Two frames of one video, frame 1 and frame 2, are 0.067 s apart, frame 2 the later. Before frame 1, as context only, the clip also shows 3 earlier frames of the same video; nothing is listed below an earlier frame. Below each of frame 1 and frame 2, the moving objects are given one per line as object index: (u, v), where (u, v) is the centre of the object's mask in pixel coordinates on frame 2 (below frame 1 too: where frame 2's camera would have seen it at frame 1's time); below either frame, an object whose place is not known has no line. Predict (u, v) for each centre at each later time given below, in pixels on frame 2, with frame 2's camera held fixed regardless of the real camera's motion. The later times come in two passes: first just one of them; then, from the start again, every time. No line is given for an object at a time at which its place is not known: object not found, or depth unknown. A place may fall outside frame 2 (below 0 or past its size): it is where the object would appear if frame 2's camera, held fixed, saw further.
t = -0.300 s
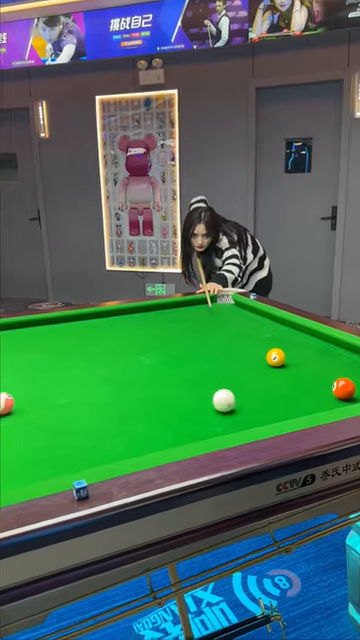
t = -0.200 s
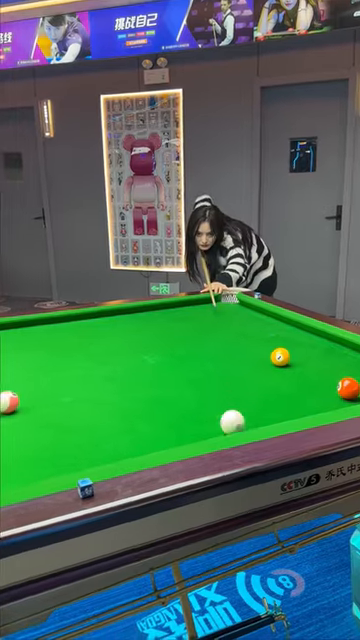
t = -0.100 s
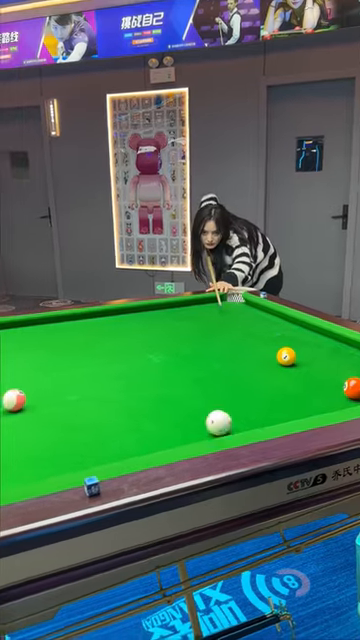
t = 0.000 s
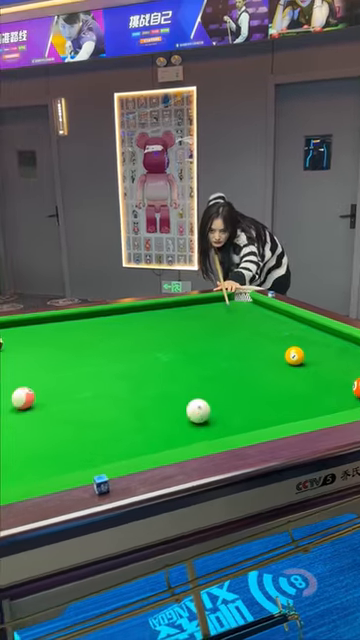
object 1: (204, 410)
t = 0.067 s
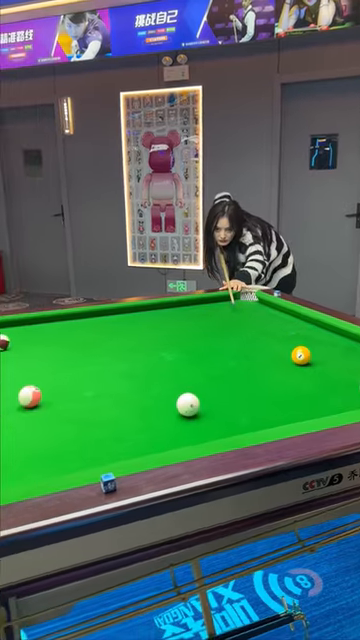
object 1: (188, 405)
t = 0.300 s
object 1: (137, 388)
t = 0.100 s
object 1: (180, 402)
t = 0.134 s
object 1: (172, 400)
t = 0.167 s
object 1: (165, 397)
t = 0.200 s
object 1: (157, 395)
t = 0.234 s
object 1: (150, 392)
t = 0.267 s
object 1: (143, 390)
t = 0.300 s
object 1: (137, 388)
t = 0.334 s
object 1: (130, 386)
